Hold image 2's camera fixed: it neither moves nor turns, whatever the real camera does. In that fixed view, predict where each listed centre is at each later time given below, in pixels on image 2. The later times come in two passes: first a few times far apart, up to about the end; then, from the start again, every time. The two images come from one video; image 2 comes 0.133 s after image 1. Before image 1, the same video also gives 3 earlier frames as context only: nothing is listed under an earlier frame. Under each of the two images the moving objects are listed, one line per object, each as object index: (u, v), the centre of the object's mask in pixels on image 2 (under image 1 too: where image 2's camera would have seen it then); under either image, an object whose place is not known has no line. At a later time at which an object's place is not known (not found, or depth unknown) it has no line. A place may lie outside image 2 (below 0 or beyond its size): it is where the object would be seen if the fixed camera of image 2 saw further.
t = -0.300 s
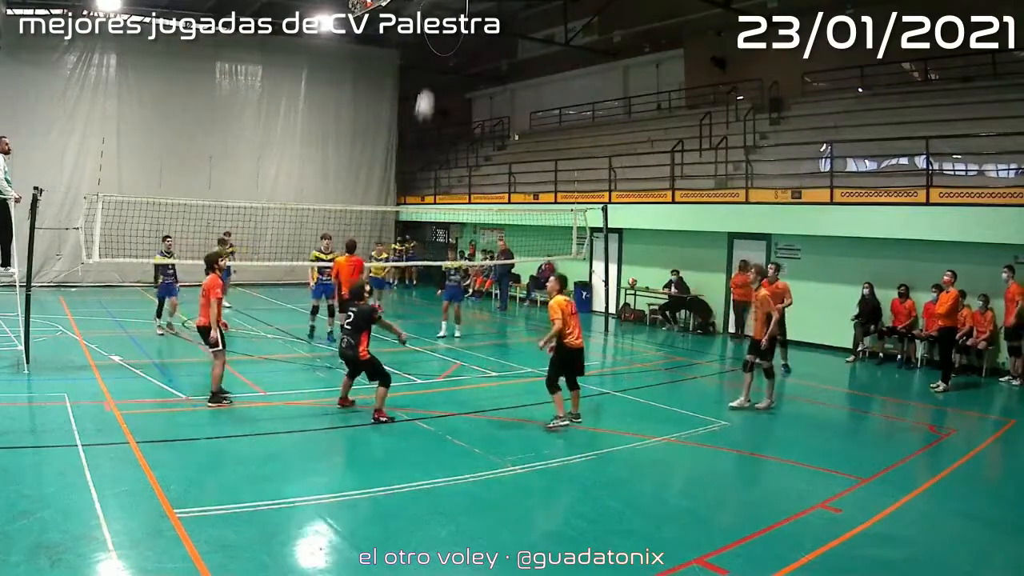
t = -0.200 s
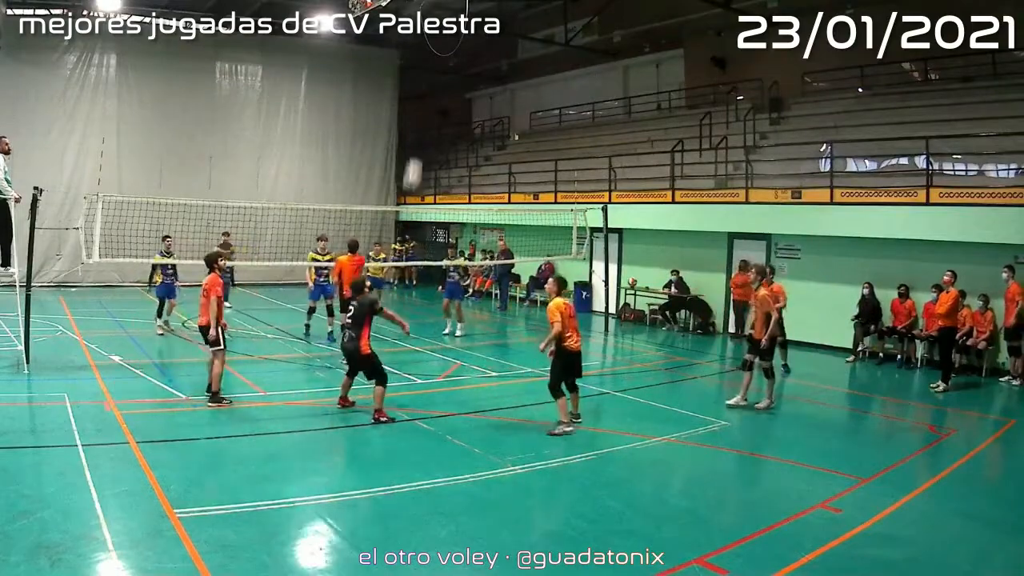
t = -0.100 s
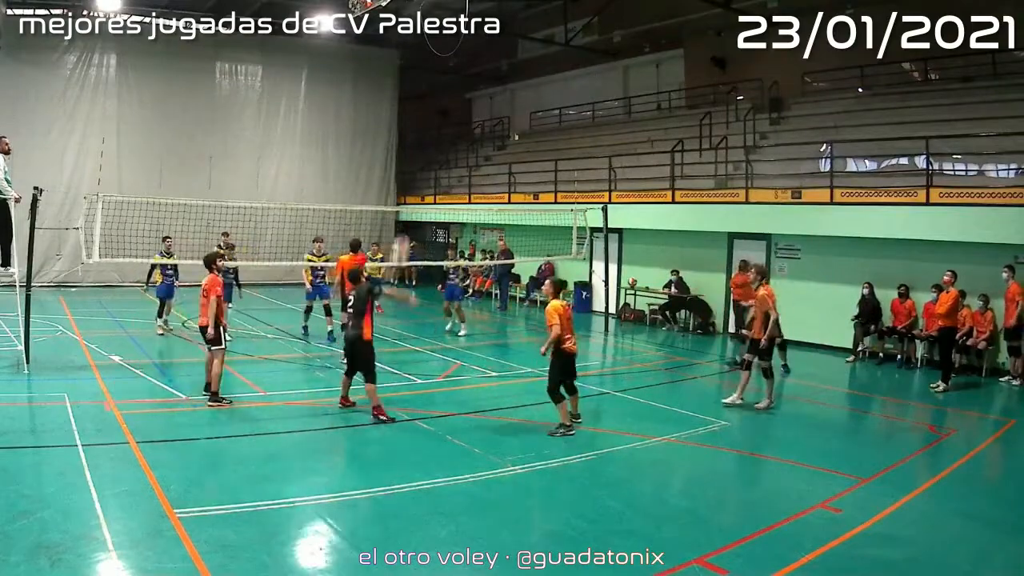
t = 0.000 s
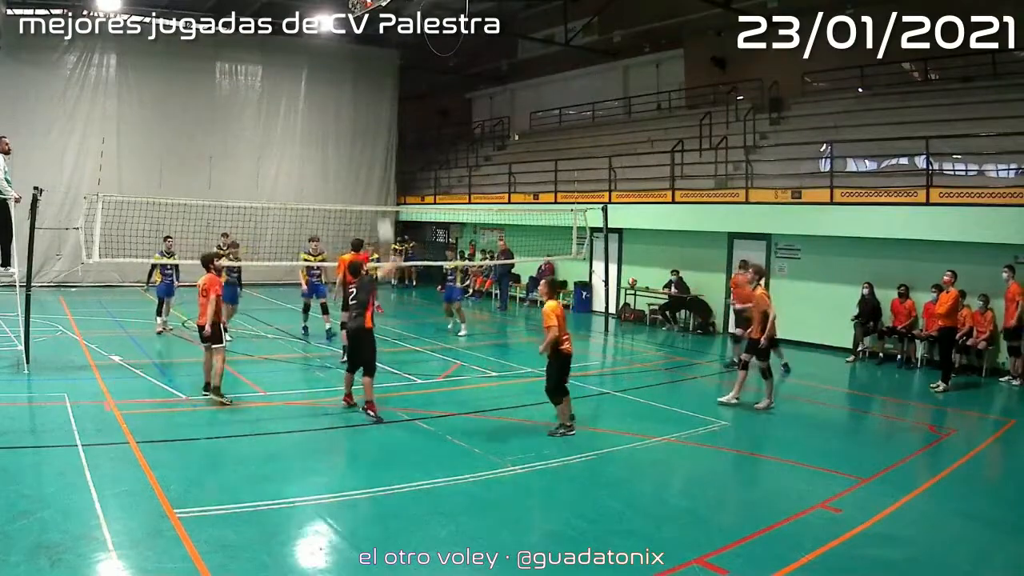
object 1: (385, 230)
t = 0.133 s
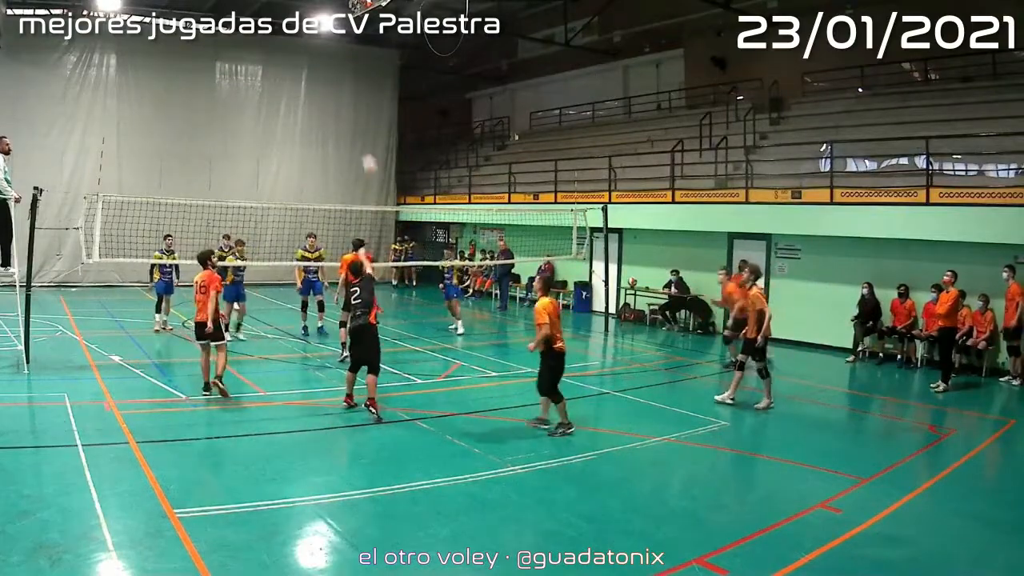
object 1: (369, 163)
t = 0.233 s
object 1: (358, 130)
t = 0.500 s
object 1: (336, 93)
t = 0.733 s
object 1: (324, 100)
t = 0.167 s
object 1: (365, 151)
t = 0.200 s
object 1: (362, 140)
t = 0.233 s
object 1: (358, 130)
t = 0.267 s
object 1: (354, 121)
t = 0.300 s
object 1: (351, 114)
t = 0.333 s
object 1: (348, 108)
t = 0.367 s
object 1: (346, 104)
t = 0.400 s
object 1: (343, 99)
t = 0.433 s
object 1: (341, 96)
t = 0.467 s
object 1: (338, 94)
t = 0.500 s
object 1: (336, 93)
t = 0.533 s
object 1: (334, 92)
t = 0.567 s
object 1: (332, 92)
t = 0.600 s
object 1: (330, 92)
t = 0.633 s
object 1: (329, 93)
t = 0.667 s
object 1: (328, 95)
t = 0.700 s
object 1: (325, 97)
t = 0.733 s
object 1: (324, 100)
